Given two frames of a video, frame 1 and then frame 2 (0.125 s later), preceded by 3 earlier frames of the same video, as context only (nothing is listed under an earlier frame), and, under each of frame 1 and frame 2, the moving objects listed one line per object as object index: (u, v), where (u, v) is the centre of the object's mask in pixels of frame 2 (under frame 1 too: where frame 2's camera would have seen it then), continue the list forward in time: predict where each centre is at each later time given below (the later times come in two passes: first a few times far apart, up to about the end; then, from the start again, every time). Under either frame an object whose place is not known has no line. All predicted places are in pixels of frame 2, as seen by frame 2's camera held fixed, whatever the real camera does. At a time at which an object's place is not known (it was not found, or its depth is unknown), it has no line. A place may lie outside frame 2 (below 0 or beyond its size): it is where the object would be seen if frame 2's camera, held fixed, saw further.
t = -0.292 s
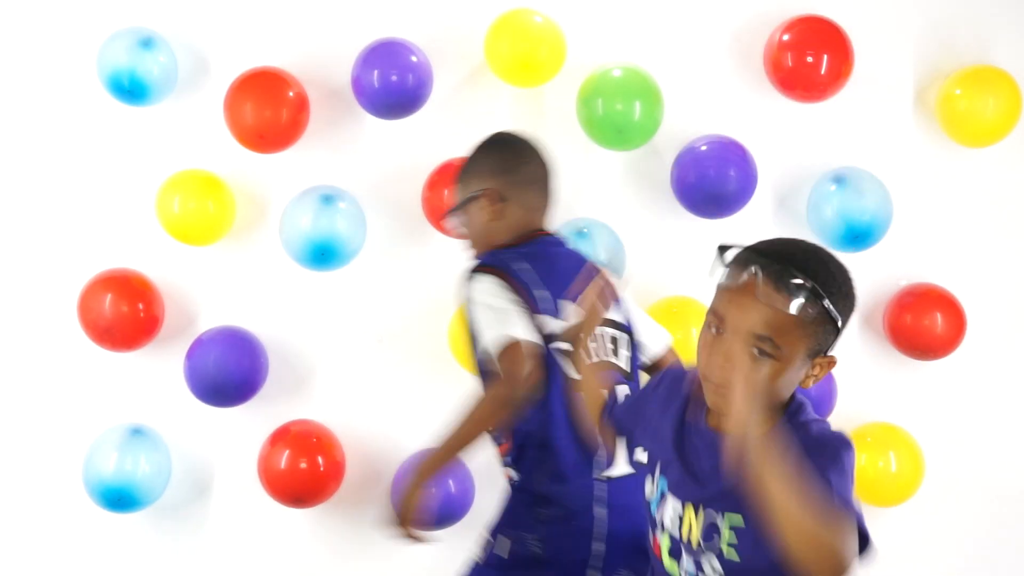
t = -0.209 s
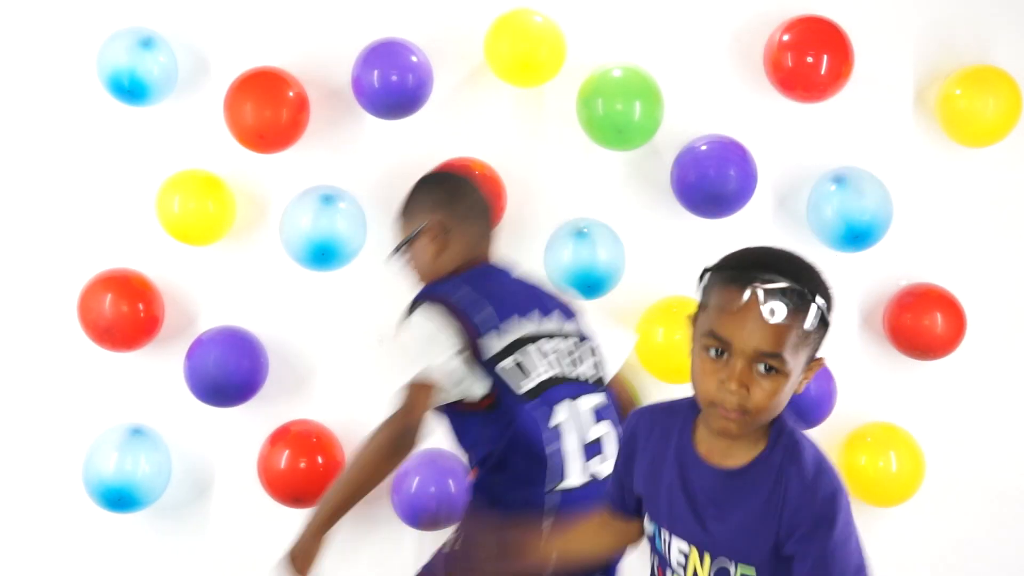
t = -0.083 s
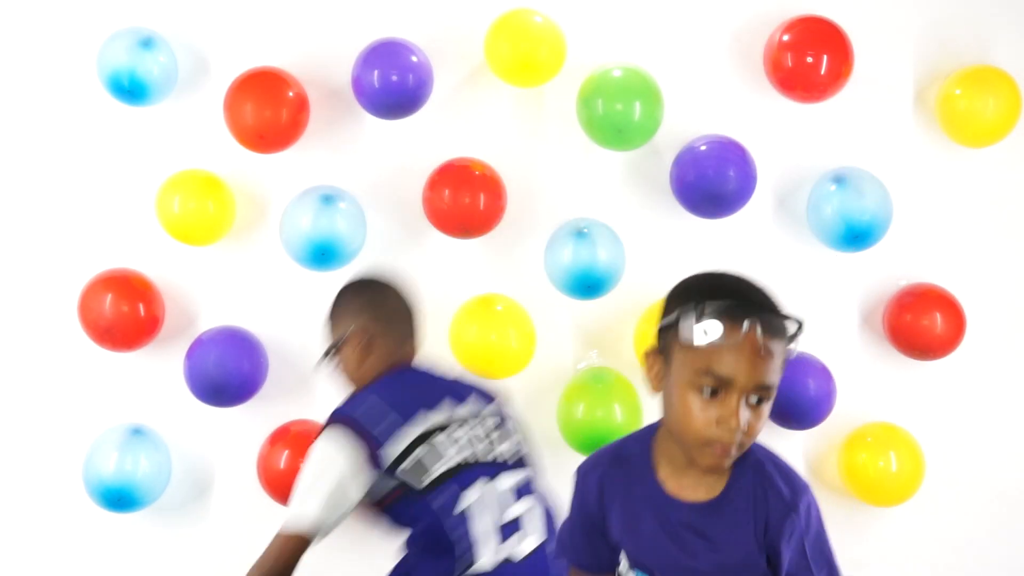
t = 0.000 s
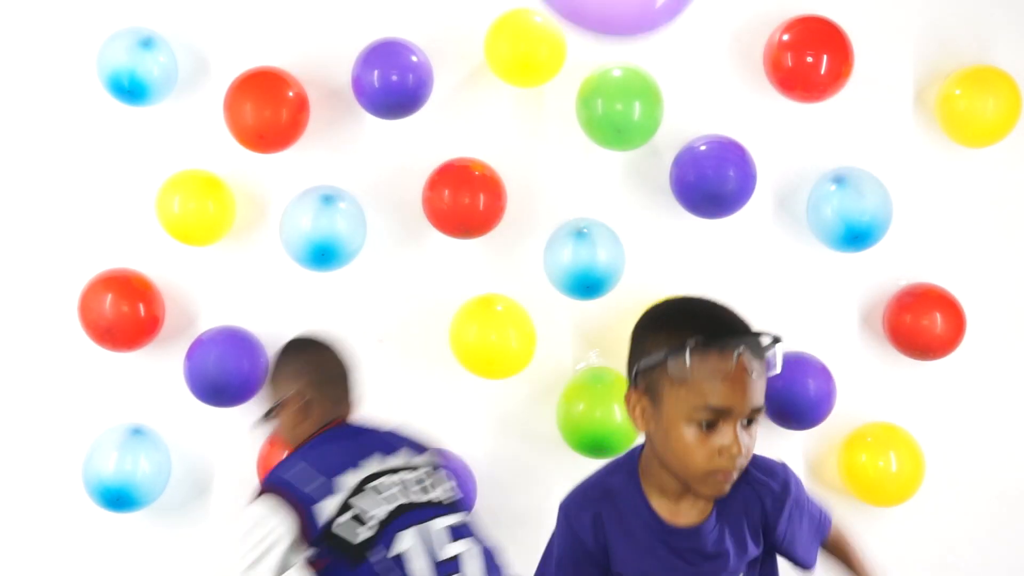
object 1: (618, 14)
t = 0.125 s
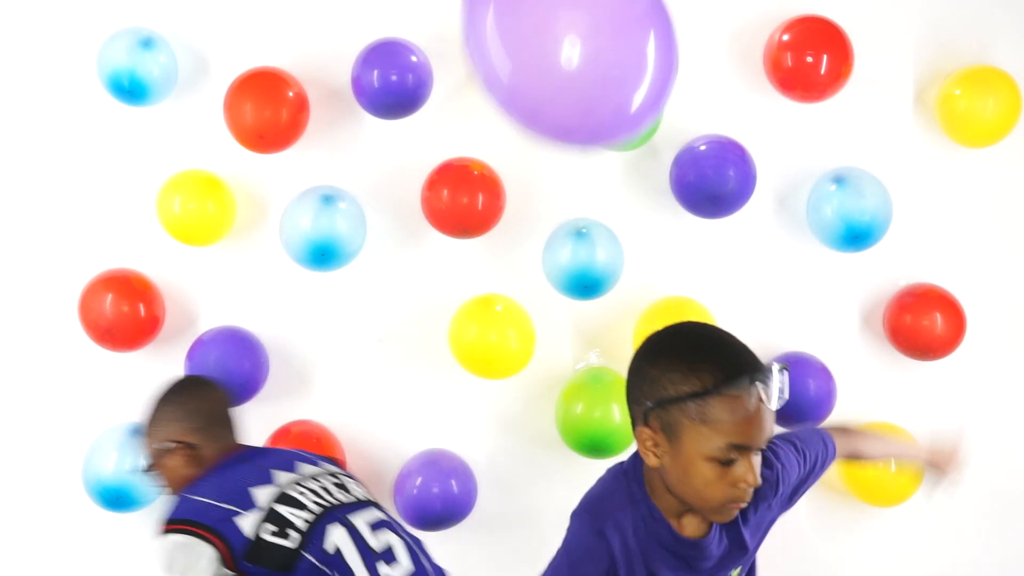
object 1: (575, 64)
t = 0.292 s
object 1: (536, 173)
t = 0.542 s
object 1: (491, 355)
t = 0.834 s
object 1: (461, 530)
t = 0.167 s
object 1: (560, 81)
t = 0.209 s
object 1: (550, 109)
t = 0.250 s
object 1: (542, 143)
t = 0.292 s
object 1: (536, 173)
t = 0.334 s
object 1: (529, 204)
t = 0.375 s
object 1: (520, 235)
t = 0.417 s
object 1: (513, 265)
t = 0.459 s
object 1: (505, 295)
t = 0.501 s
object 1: (498, 326)
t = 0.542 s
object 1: (491, 355)
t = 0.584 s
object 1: (483, 386)
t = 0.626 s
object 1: (476, 418)
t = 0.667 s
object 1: (471, 448)
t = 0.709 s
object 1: (467, 474)
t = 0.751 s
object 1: (463, 494)
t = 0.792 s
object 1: (460, 512)
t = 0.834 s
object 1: (461, 530)
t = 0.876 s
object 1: (453, 538)
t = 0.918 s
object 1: (457, 556)
